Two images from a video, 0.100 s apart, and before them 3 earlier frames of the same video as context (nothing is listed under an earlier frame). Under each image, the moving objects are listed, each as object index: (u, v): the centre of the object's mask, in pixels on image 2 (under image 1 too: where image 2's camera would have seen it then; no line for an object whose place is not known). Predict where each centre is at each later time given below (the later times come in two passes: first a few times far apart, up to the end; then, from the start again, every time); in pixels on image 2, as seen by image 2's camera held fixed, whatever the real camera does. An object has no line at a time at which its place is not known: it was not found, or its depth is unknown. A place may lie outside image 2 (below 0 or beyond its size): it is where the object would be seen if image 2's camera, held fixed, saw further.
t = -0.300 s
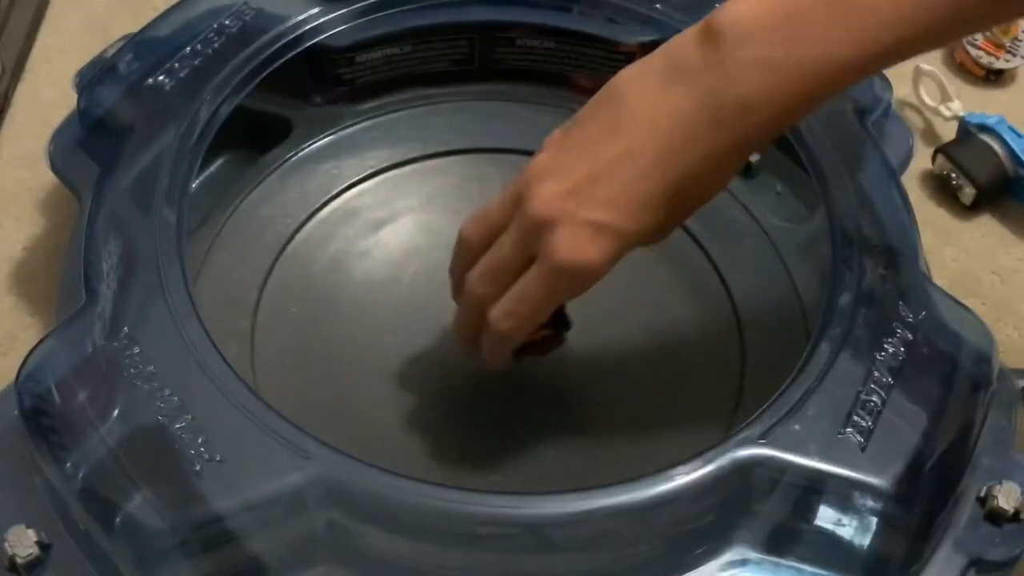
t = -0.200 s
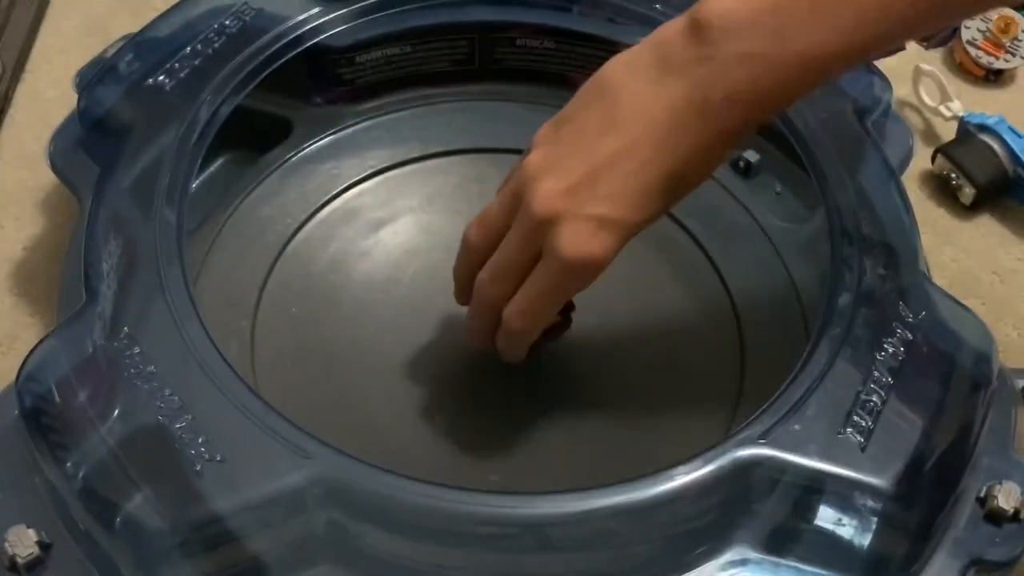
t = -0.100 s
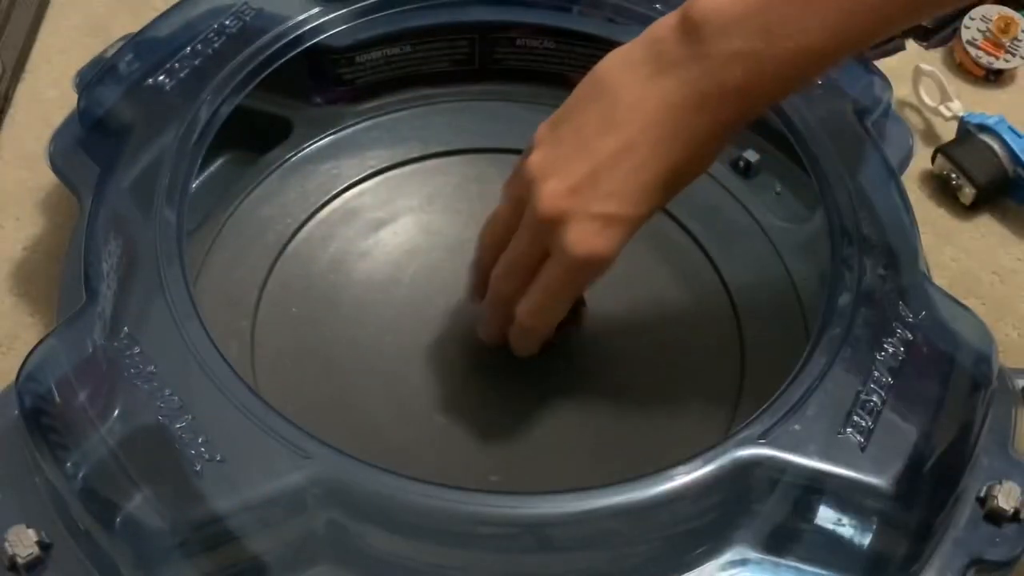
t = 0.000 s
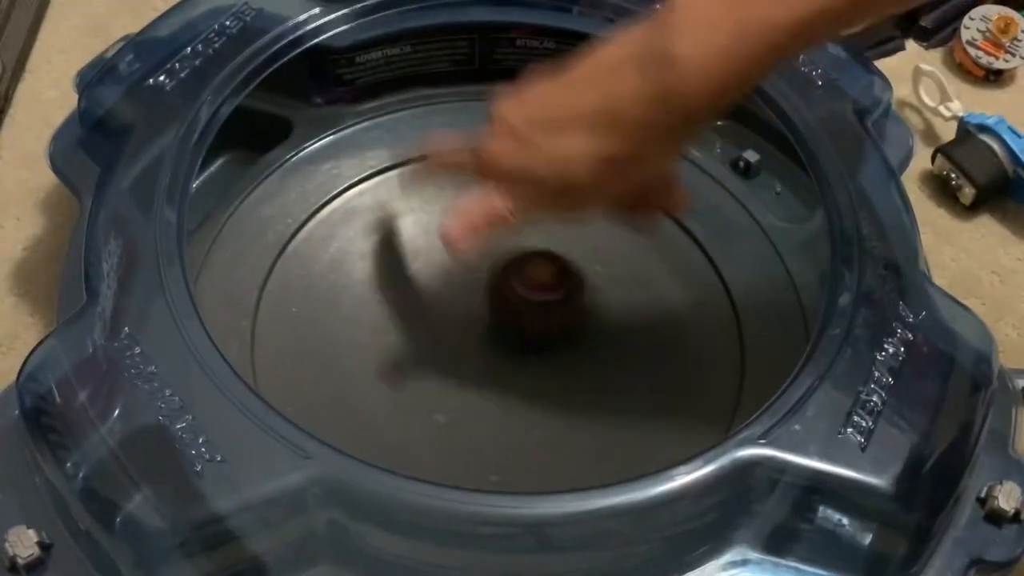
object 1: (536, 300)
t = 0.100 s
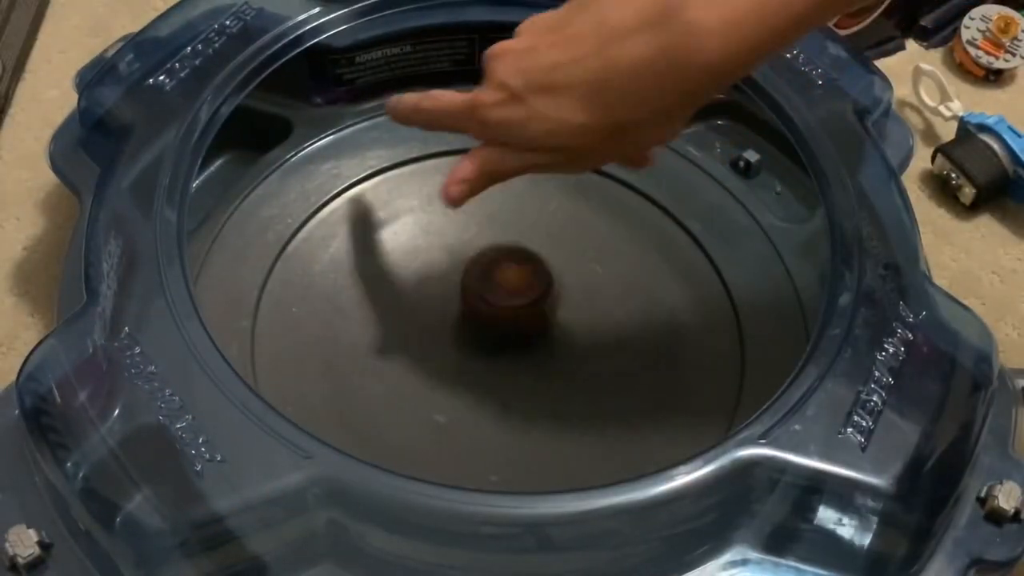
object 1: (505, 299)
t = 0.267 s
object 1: (473, 302)
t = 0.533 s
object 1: (457, 344)
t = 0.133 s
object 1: (496, 298)
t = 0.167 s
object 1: (488, 300)
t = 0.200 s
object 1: (483, 299)
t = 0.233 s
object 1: (478, 301)
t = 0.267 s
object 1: (473, 302)
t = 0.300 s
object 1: (464, 306)
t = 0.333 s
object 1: (457, 309)
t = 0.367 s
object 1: (454, 315)
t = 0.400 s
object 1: (452, 318)
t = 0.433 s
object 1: (450, 324)
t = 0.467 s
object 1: (450, 332)
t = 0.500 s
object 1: (453, 339)
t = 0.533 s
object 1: (457, 344)
